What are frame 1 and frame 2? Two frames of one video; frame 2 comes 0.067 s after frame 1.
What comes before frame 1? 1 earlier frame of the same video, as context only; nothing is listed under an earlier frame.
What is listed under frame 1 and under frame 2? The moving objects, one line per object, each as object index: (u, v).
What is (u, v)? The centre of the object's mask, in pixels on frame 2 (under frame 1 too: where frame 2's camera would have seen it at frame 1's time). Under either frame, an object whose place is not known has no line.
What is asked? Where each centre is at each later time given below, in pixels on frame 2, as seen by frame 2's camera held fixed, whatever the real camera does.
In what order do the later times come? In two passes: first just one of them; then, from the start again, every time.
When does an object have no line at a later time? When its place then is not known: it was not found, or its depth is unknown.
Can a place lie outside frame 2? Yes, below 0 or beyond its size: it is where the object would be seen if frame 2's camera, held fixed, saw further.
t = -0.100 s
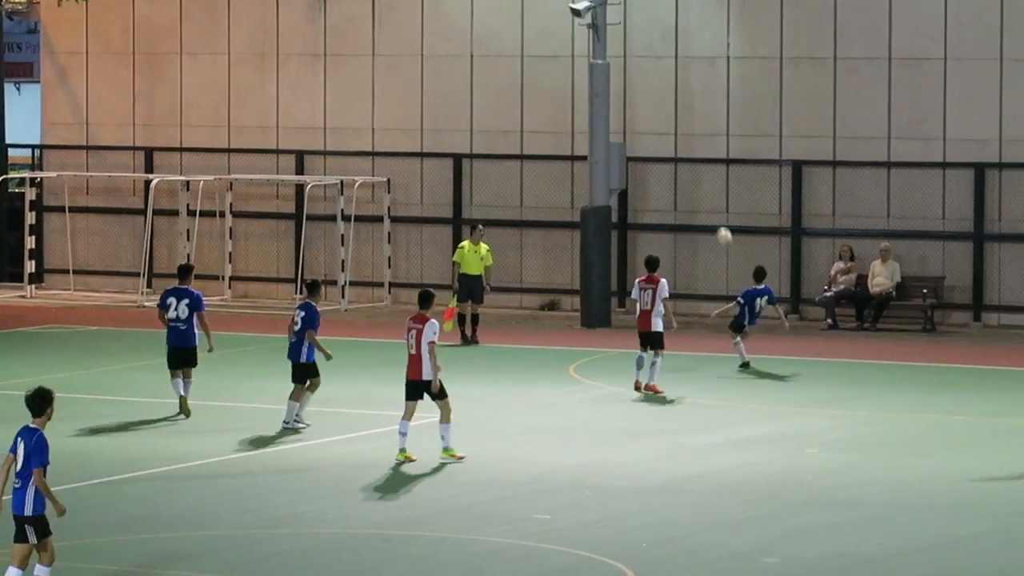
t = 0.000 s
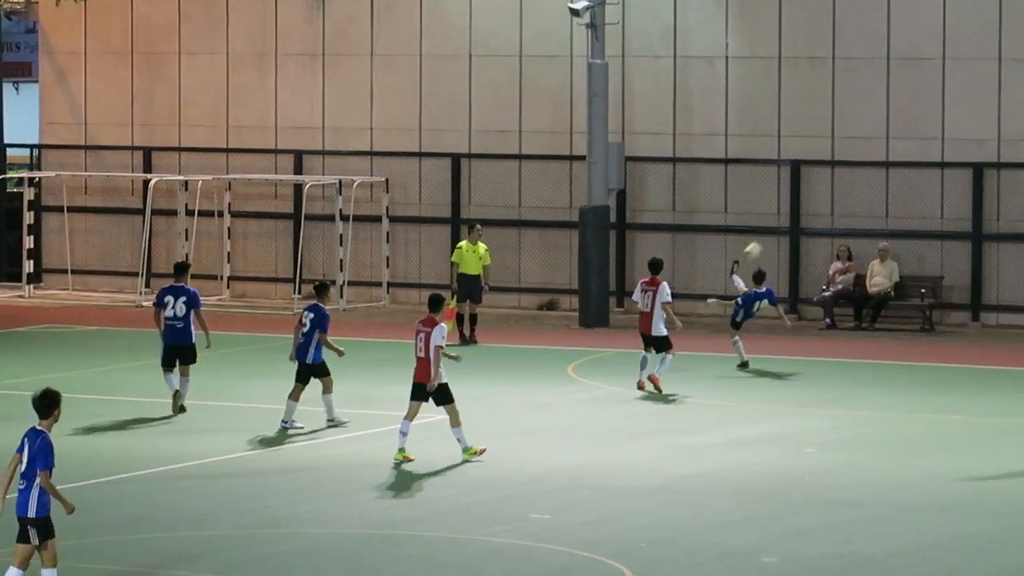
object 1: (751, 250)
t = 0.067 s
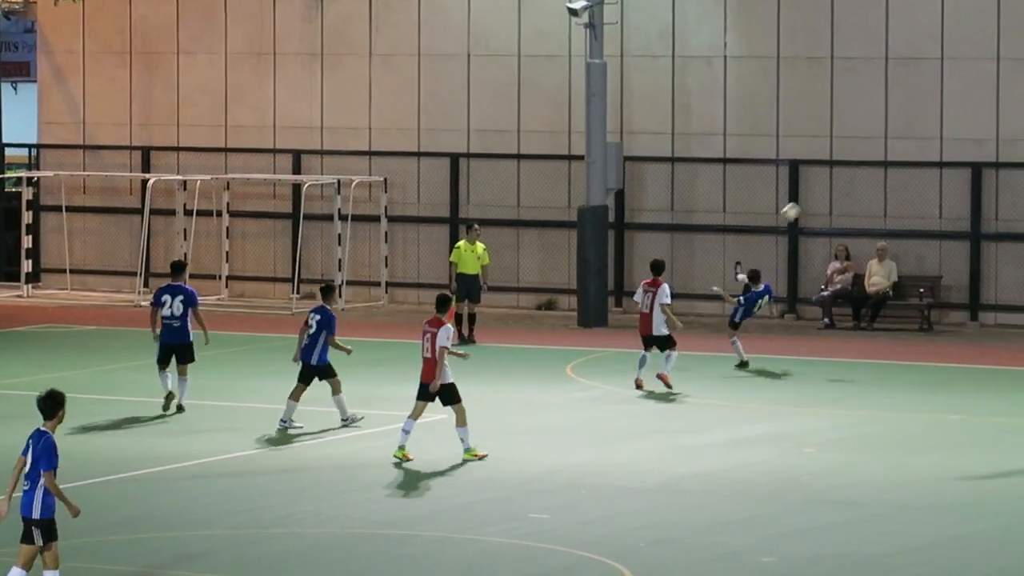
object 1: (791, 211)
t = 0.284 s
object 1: (921, 110)
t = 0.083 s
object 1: (800, 203)
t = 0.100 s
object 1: (810, 193)
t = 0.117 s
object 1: (820, 184)
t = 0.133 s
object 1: (830, 176)
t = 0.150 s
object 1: (840, 168)
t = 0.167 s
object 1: (850, 160)
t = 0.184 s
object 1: (860, 153)
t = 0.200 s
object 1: (870, 144)
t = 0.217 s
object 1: (880, 137)
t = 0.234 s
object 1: (891, 130)
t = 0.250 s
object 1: (900, 124)
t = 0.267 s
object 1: (911, 117)
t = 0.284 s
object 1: (921, 110)
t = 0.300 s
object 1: (932, 105)
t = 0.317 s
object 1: (942, 99)
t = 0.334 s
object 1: (952, 94)
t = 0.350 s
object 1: (963, 89)
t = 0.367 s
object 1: (974, 84)
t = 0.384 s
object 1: (985, 79)
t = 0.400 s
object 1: (999, 73)
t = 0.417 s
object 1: (1012, 68)
